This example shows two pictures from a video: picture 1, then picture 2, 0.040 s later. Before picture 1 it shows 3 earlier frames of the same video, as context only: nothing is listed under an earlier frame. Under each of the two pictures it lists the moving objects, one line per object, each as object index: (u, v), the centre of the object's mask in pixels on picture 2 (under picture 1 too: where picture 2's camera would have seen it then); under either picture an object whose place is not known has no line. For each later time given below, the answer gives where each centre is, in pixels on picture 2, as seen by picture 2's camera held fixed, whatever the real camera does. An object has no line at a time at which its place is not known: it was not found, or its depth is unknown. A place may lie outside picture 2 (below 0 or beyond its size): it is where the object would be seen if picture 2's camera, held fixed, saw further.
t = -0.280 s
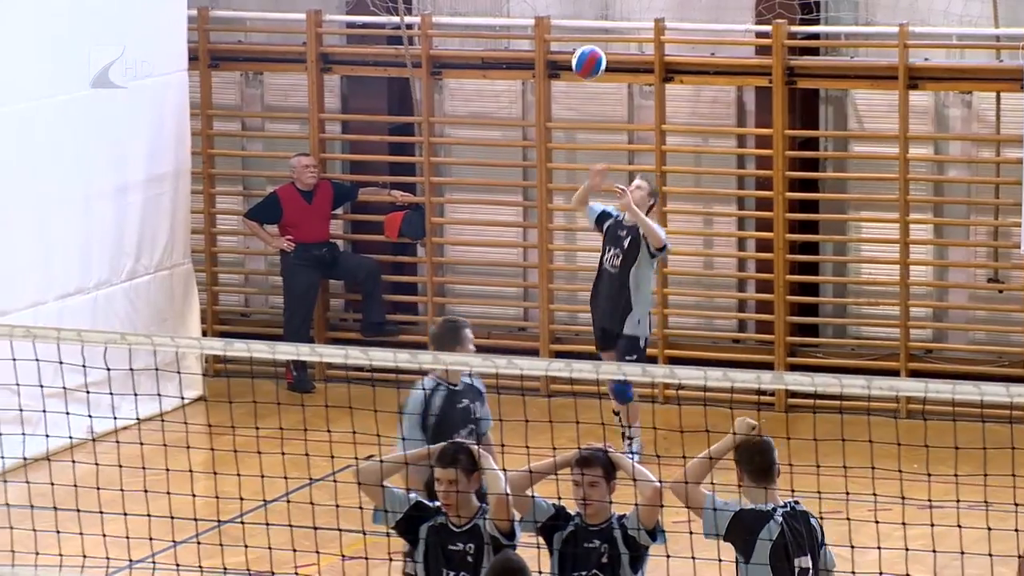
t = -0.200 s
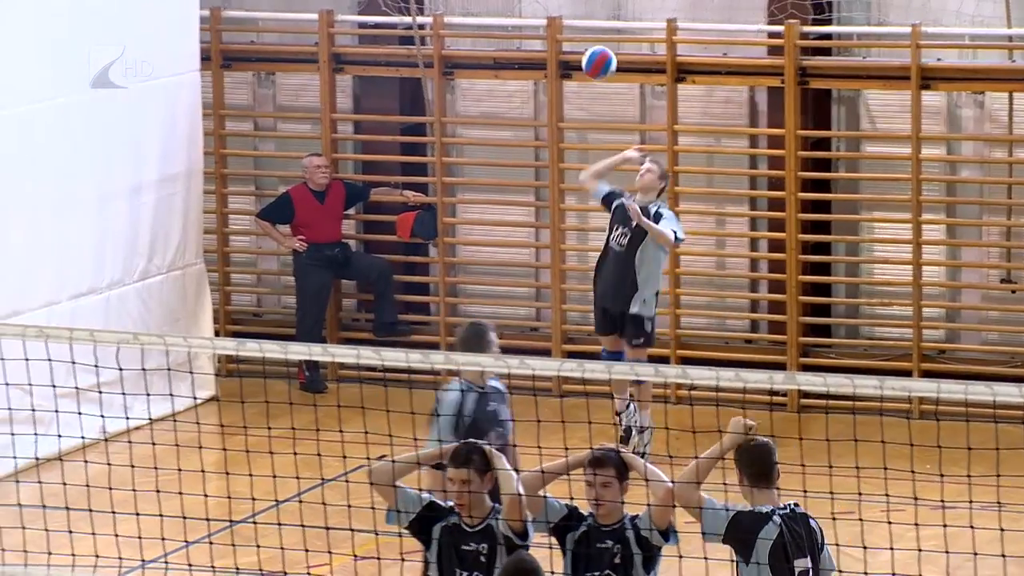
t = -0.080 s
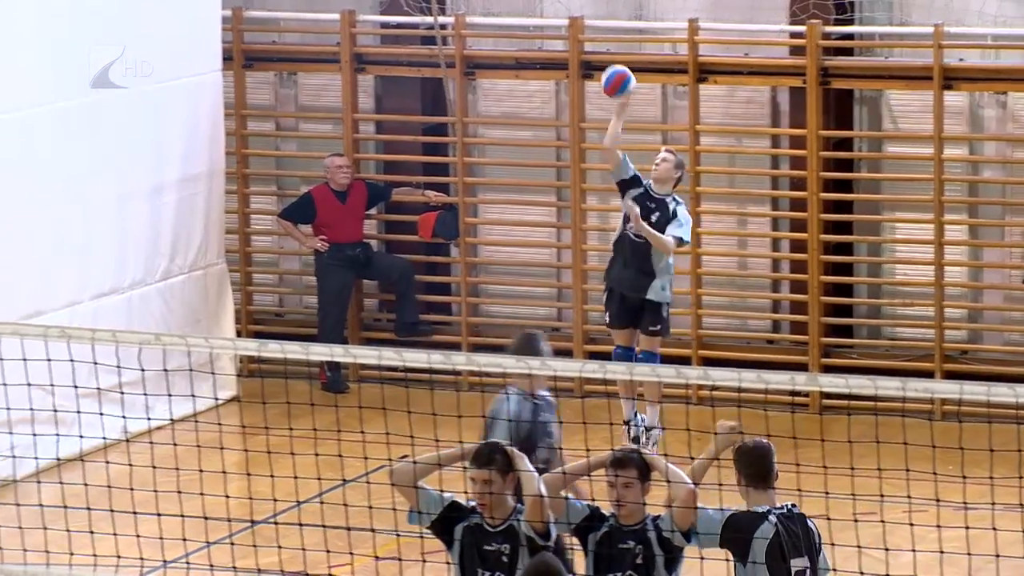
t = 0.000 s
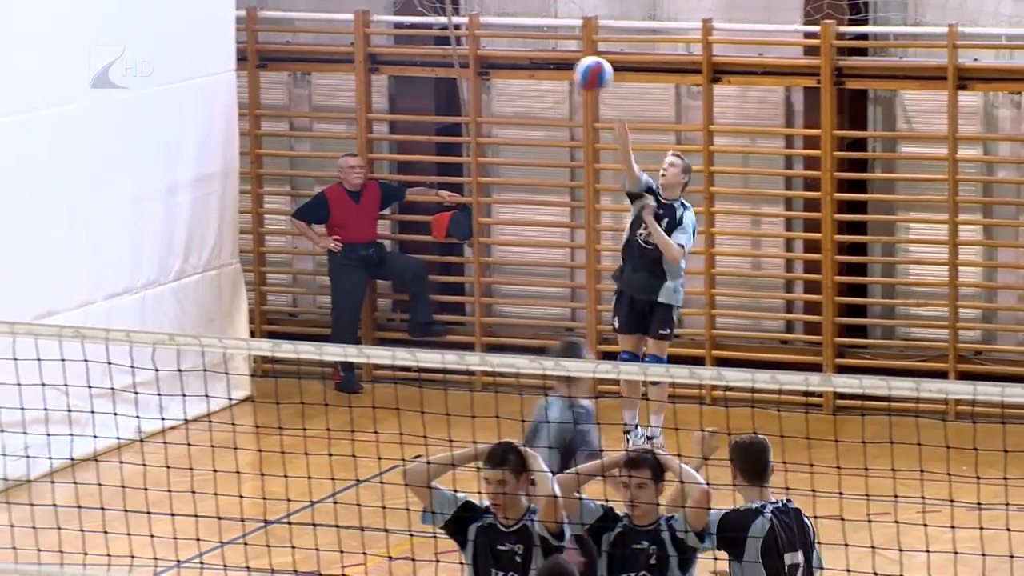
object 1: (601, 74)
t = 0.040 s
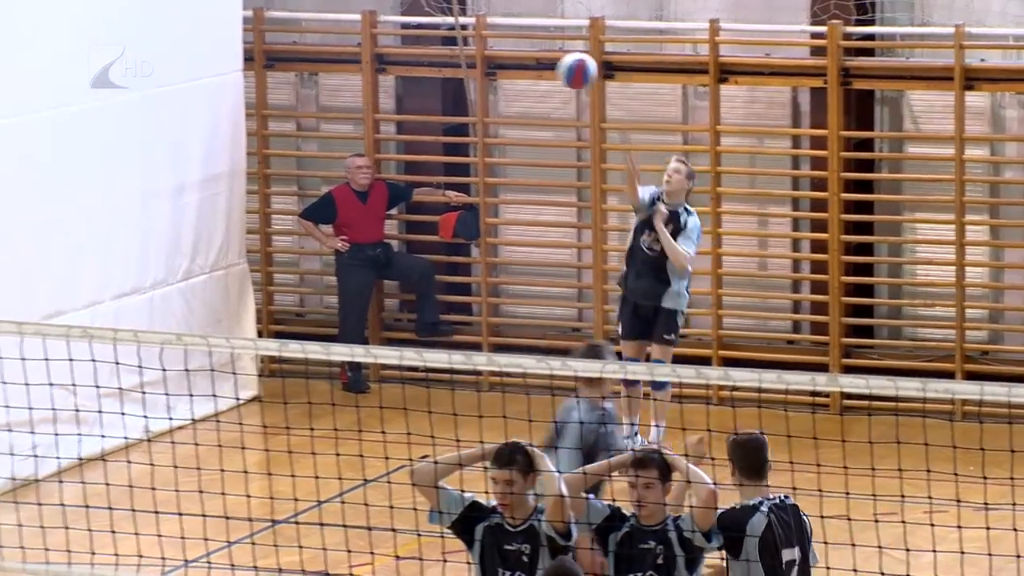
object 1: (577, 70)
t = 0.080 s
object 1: (552, 68)
